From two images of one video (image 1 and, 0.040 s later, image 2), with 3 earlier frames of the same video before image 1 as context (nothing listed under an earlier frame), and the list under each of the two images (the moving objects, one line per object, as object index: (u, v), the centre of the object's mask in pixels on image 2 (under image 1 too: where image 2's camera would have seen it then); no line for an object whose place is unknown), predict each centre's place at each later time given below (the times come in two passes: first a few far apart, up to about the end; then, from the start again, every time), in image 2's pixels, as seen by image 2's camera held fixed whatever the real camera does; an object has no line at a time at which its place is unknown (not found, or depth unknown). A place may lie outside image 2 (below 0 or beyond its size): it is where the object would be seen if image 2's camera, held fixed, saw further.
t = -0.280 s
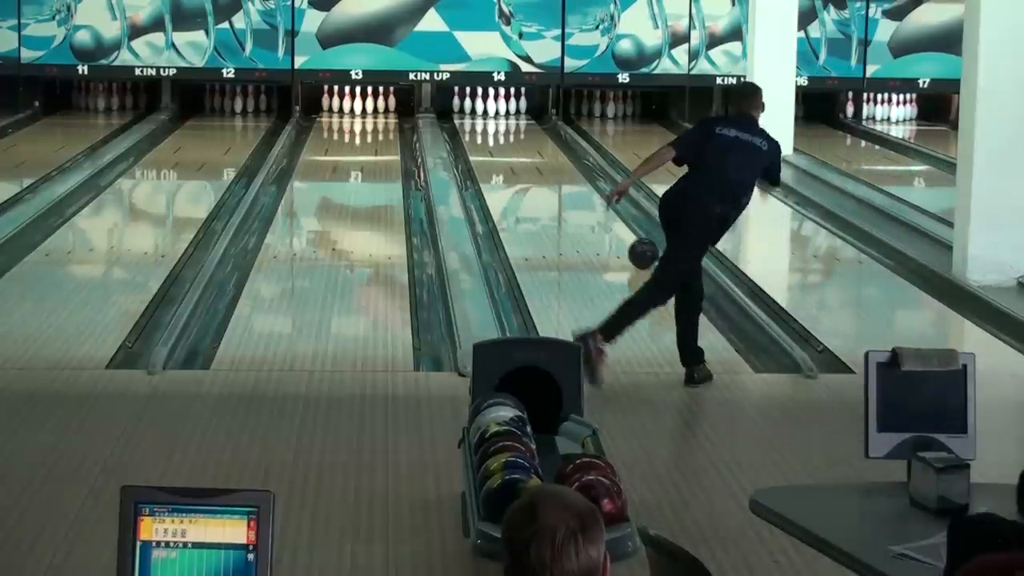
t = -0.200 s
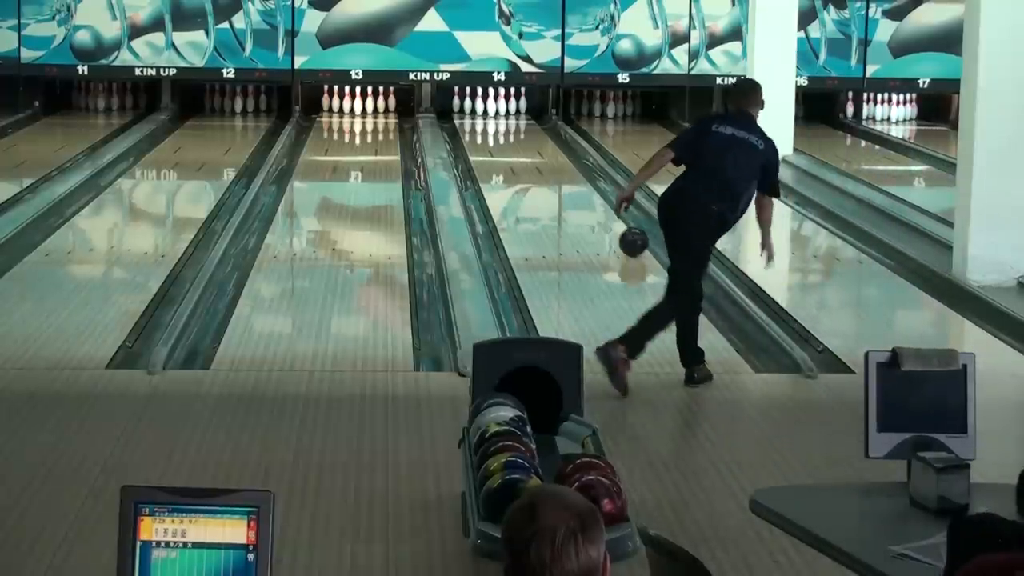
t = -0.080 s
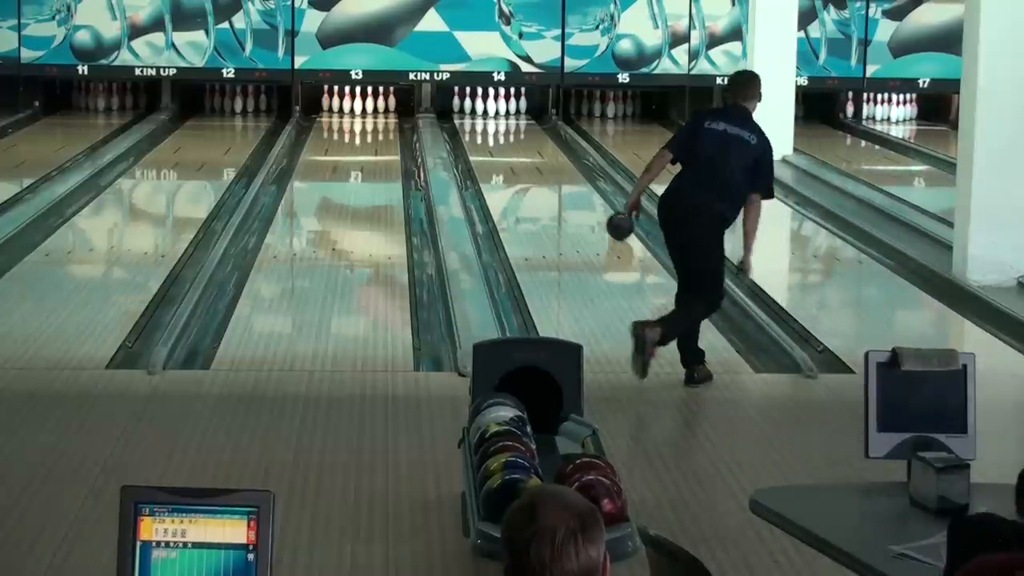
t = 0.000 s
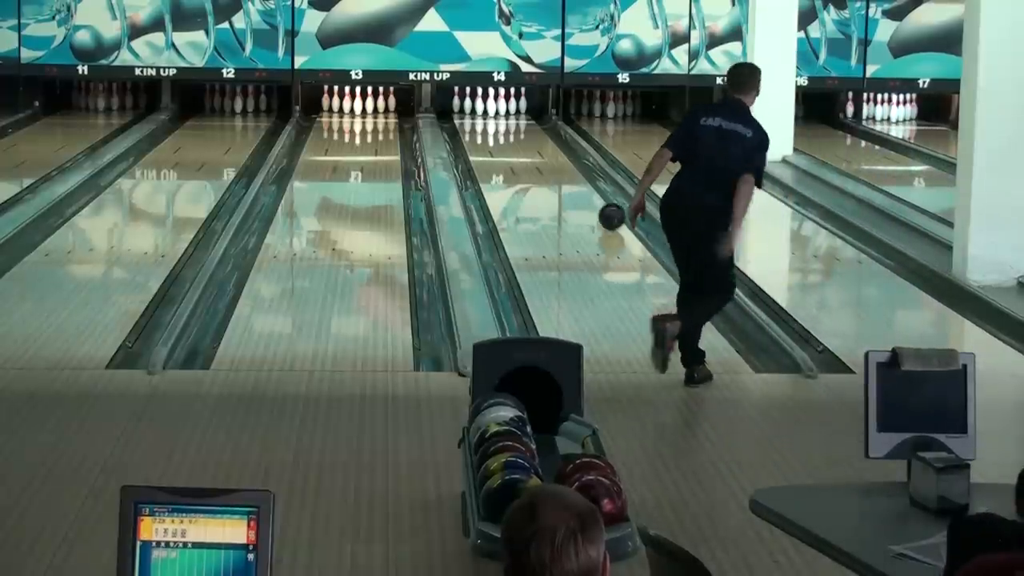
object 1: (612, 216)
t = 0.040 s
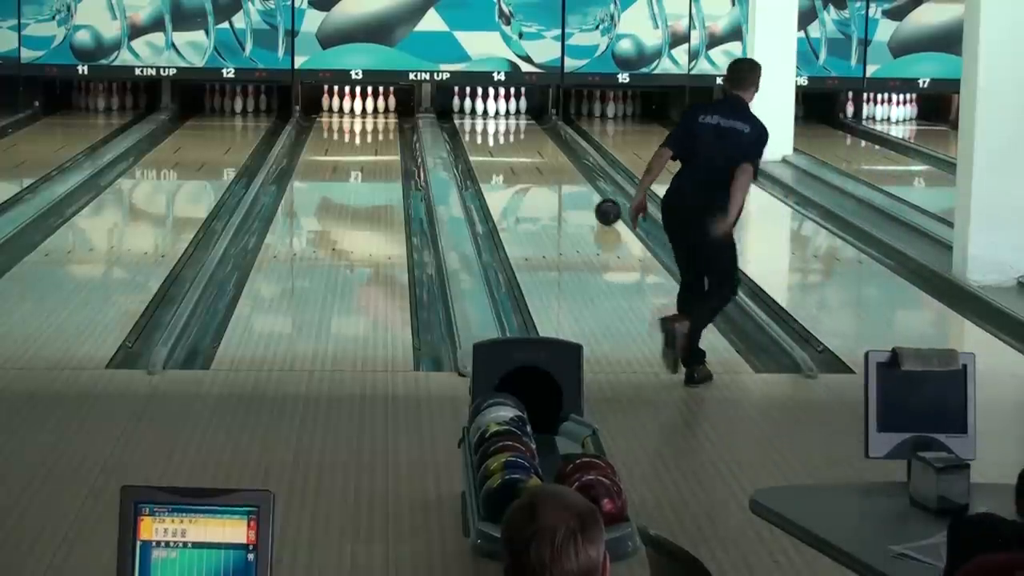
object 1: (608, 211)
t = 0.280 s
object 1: (587, 188)
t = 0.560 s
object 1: (565, 165)
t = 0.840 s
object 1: (547, 147)
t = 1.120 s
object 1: (529, 131)
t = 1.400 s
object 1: (510, 119)
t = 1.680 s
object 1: (488, 110)
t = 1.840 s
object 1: (479, 106)
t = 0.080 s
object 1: (604, 207)
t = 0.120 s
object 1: (601, 204)
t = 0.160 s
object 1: (597, 199)
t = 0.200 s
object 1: (594, 195)
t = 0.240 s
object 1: (590, 192)
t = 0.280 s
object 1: (587, 188)
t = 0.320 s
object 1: (583, 185)
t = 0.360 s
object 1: (580, 181)
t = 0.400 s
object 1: (577, 177)
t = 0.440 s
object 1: (574, 174)
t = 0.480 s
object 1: (571, 171)
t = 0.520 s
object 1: (568, 168)
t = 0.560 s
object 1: (565, 165)
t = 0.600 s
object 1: (563, 162)
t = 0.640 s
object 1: (559, 160)
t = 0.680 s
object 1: (557, 157)
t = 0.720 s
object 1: (554, 154)
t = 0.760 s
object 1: (552, 151)
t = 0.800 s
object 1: (549, 149)
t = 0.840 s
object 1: (547, 147)
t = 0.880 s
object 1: (544, 144)
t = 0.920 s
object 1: (542, 142)
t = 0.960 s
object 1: (539, 140)
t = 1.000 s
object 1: (537, 138)
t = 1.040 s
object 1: (534, 136)
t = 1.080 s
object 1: (532, 133)
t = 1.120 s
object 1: (529, 131)
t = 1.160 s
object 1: (527, 129)
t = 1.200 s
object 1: (524, 128)
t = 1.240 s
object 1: (521, 125)
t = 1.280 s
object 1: (518, 124)
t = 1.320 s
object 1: (515, 122)
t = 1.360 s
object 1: (513, 121)
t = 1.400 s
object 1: (510, 119)
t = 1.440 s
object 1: (506, 118)
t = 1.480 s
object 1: (503, 116)
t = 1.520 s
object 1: (501, 115)
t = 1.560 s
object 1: (497, 114)
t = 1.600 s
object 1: (494, 112)
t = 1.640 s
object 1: (492, 111)
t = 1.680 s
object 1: (488, 110)
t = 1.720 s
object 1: (484, 109)
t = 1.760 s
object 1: (481, 108)
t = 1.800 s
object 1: (479, 108)
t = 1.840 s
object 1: (479, 106)
